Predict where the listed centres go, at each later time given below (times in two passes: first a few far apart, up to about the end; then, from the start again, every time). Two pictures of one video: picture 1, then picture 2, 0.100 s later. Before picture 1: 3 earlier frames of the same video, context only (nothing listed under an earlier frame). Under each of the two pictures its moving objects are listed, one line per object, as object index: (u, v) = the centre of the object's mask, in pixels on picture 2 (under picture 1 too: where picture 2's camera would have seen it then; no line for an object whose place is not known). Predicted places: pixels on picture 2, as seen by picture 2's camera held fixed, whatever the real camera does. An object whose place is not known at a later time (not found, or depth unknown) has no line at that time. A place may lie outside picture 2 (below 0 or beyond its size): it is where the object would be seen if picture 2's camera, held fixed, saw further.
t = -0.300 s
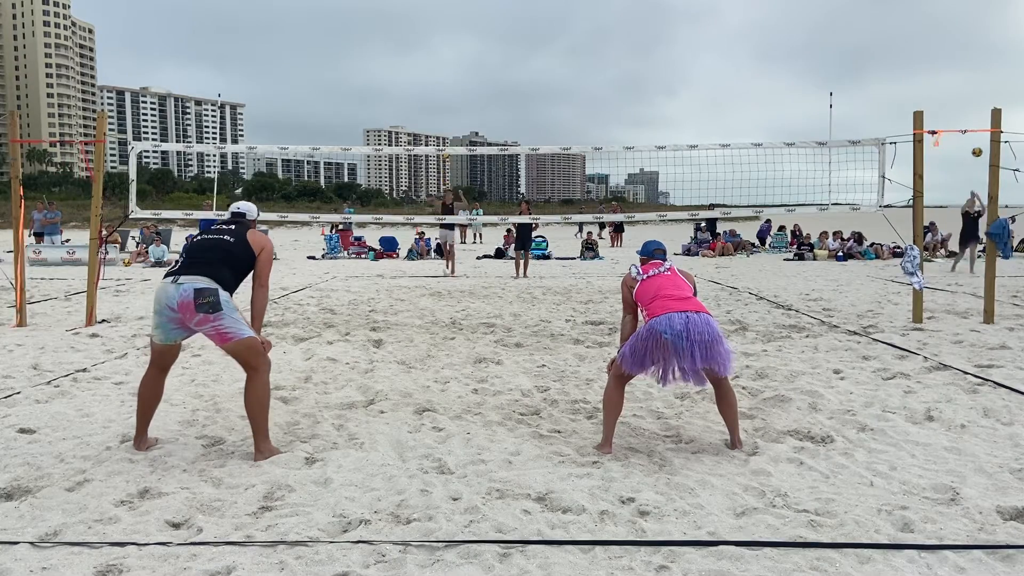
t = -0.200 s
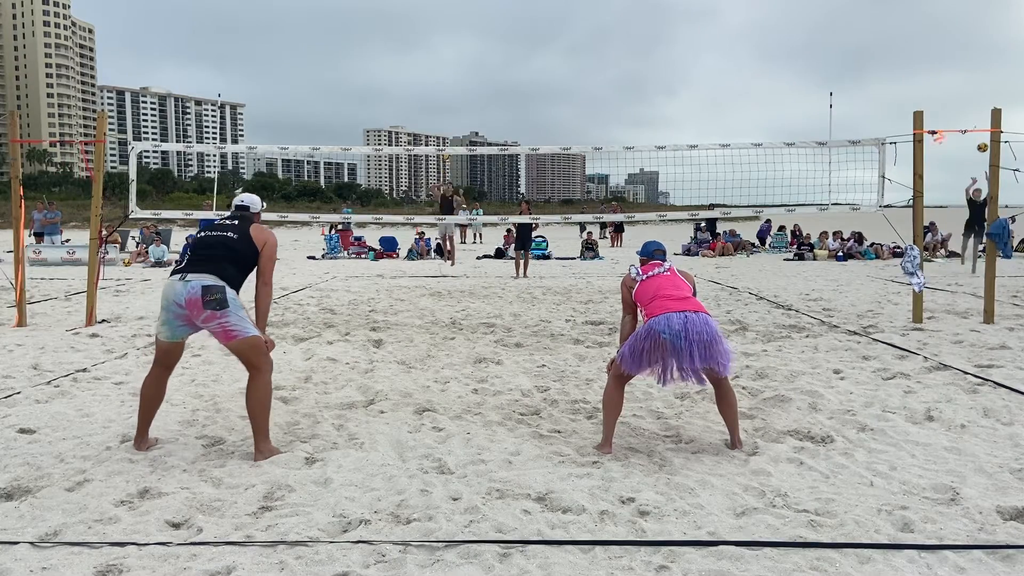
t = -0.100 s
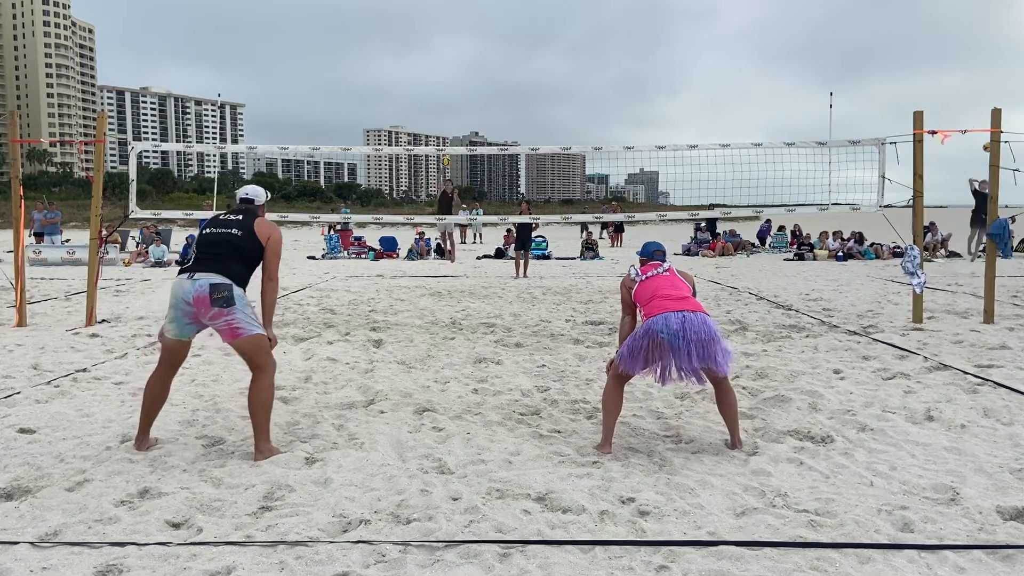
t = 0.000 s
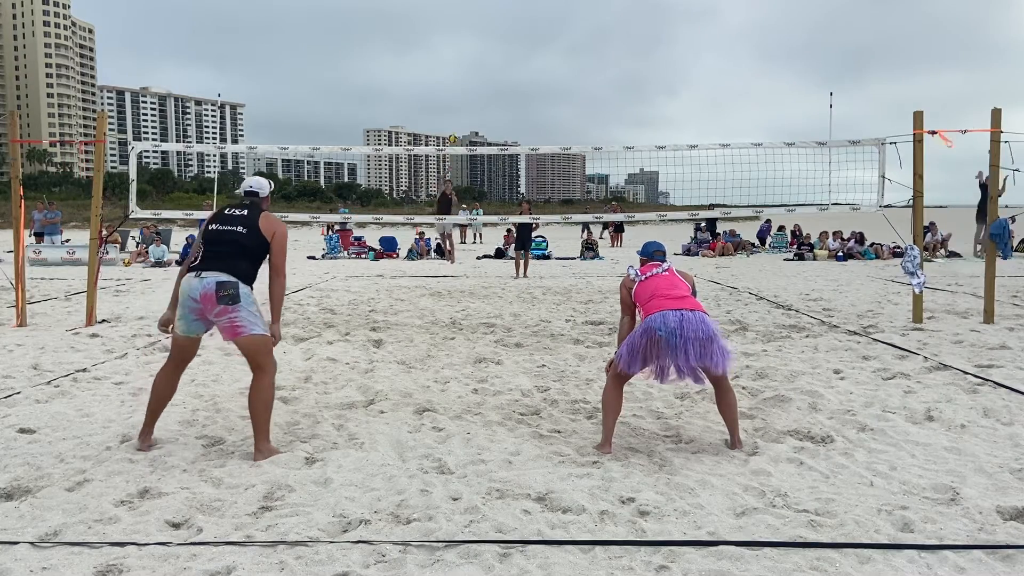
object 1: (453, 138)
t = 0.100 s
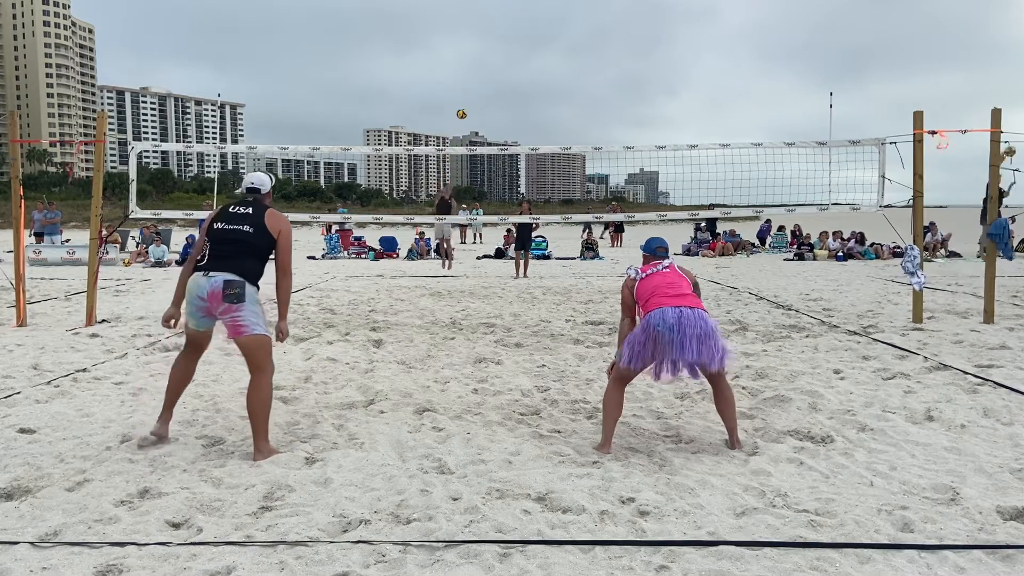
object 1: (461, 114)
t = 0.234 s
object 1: (473, 85)
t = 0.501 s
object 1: (501, 48)
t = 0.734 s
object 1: (532, 46)
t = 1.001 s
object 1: (574, 99)
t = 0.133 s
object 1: (464, 106)
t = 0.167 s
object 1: (467, 99)
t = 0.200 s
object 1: (470, 92)
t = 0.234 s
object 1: (473, 85)
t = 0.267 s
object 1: (476, 79)
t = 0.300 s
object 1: (480, 73)
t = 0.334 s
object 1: (483, 67)
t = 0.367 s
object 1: (487, 63)
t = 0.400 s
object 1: (490, 58)
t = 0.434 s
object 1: (494, 54)
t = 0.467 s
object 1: (498, 51)
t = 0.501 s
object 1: (501, 48)
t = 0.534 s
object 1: (505, 46)
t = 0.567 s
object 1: (510, 44)
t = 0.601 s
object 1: (514, 43)
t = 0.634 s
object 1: (518, 43)
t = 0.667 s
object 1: (523, 43)
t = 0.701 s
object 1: (527, 44)
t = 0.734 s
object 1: (532, 46)
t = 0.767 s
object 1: (537, 49)
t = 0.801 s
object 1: (542, 53)
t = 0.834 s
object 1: (547, 58)
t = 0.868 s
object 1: (552, 64)
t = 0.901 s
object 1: (558, 71)
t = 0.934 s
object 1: (563, 79)
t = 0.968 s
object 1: (569, 88)
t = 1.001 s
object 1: (574, 99)
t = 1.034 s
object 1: (581, 111)
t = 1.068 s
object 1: (586, 124)
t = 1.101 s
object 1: (593, 138)
